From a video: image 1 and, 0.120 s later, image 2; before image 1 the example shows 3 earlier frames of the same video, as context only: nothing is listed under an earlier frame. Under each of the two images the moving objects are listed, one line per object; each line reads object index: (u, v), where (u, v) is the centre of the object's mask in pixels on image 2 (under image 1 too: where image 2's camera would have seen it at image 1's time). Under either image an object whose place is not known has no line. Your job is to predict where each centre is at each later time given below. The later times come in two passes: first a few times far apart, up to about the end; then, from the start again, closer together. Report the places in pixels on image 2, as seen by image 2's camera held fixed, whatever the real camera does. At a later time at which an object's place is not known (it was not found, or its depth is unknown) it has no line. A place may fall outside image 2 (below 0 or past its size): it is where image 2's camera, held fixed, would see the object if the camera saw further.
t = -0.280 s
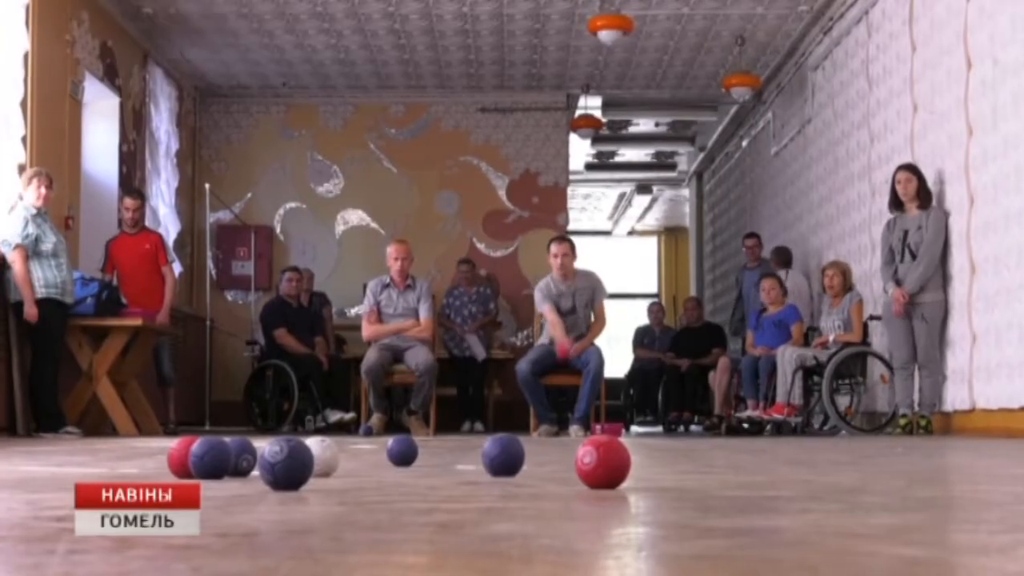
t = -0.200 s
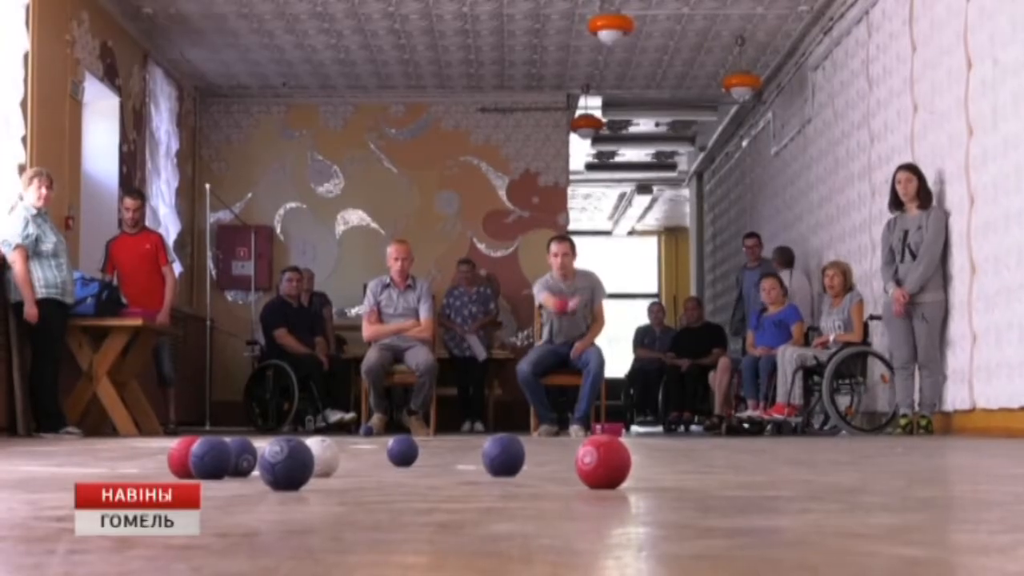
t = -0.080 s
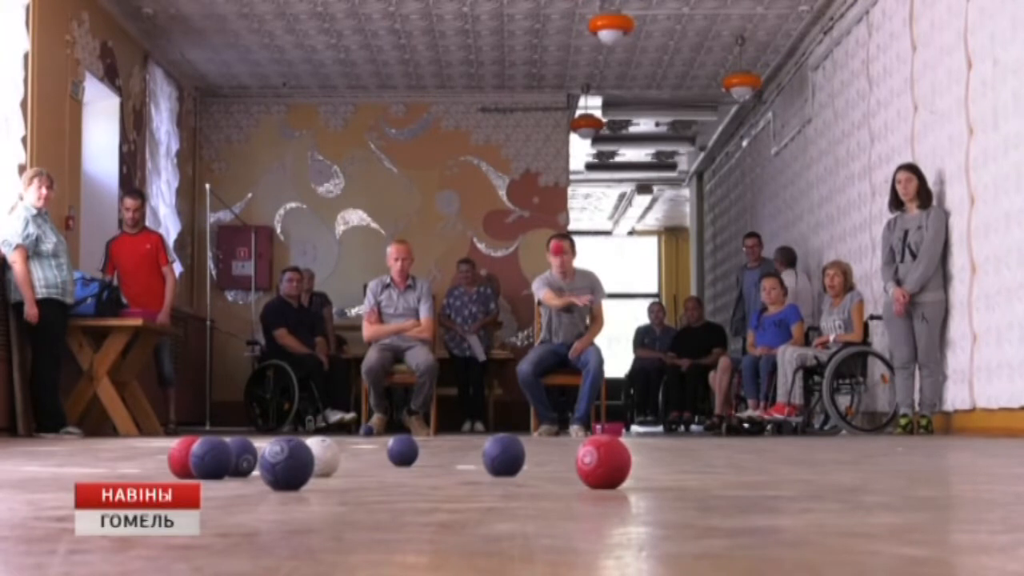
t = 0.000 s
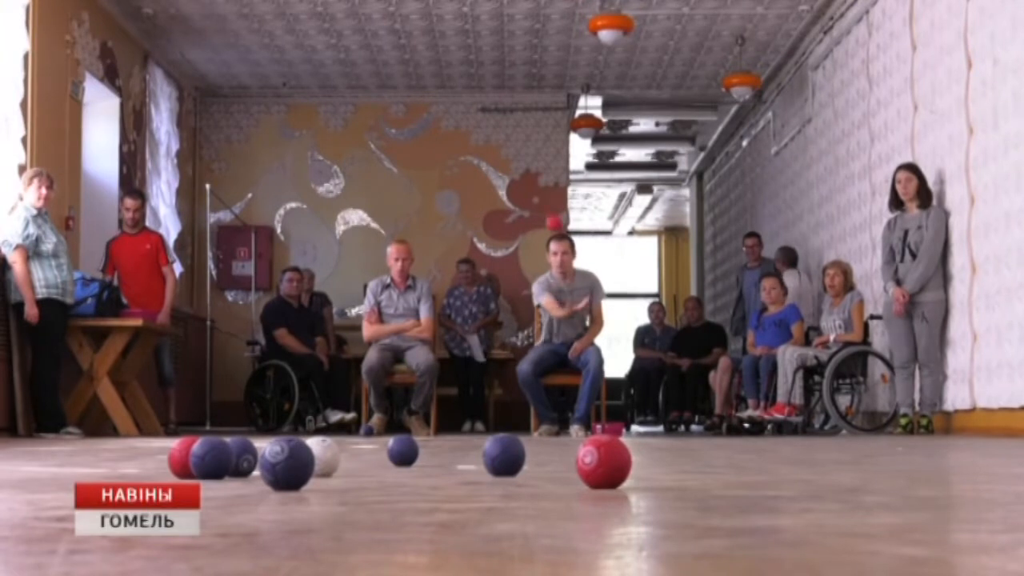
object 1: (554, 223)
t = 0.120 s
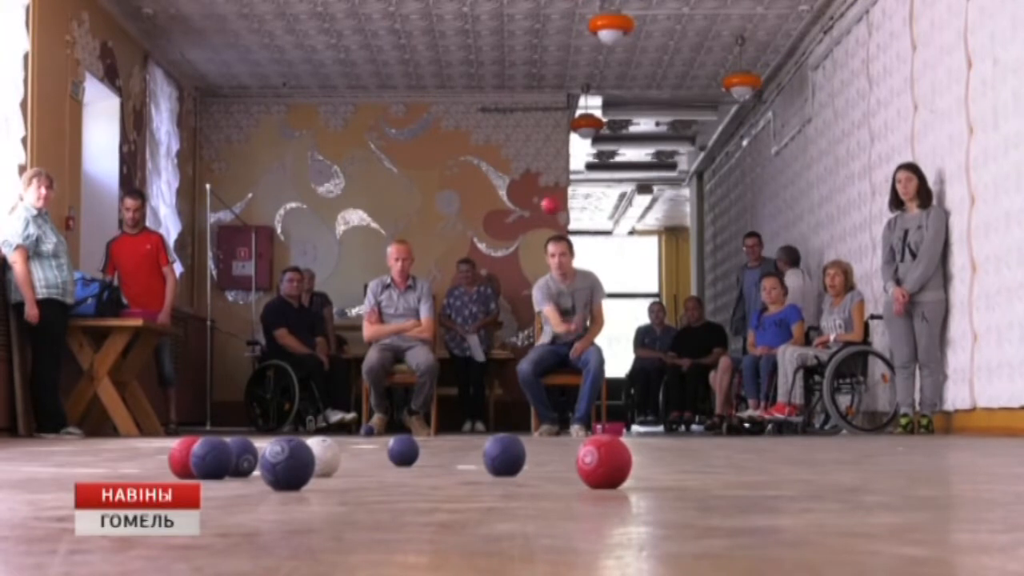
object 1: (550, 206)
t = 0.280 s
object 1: (542, 226)
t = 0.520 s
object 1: (528, 407)
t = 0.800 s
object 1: (518, 413)
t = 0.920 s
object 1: (520, 437)
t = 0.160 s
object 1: (548, 205)
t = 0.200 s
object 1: (546, 208)
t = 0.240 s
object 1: (544, 215)
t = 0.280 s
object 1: (542, 226)
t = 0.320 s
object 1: (539, 243)
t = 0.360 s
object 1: (537, 265)
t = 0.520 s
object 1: (528, 407)
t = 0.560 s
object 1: (529, 441)
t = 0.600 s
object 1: (525, 426)
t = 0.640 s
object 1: (524, 416)
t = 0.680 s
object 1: (522, 408)
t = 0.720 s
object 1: (521, 405)
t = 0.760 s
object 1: (520, 406)
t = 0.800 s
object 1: (518, 413)
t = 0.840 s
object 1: (517, 423)
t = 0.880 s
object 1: (519, 434)
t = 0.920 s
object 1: (520, 437)
